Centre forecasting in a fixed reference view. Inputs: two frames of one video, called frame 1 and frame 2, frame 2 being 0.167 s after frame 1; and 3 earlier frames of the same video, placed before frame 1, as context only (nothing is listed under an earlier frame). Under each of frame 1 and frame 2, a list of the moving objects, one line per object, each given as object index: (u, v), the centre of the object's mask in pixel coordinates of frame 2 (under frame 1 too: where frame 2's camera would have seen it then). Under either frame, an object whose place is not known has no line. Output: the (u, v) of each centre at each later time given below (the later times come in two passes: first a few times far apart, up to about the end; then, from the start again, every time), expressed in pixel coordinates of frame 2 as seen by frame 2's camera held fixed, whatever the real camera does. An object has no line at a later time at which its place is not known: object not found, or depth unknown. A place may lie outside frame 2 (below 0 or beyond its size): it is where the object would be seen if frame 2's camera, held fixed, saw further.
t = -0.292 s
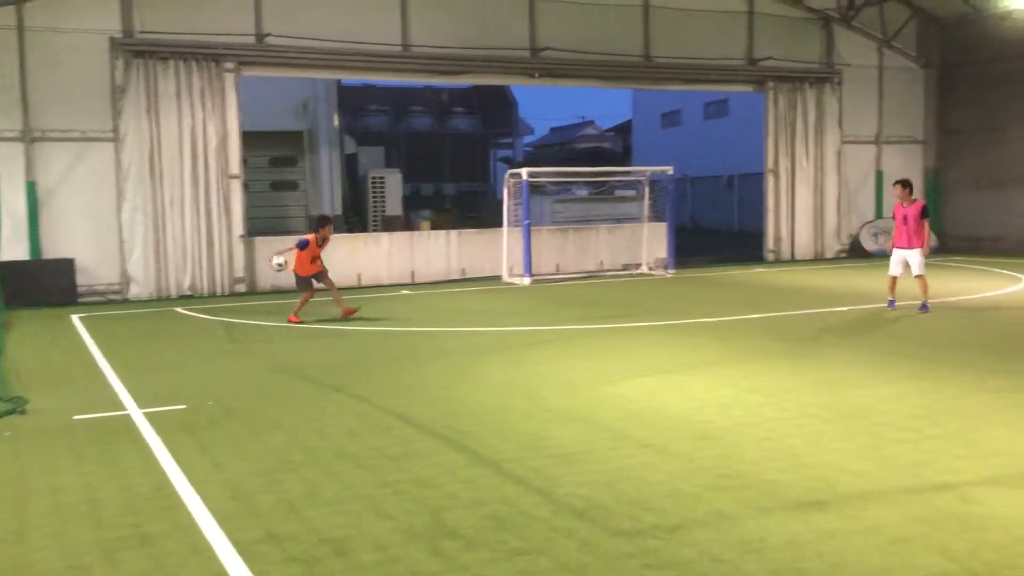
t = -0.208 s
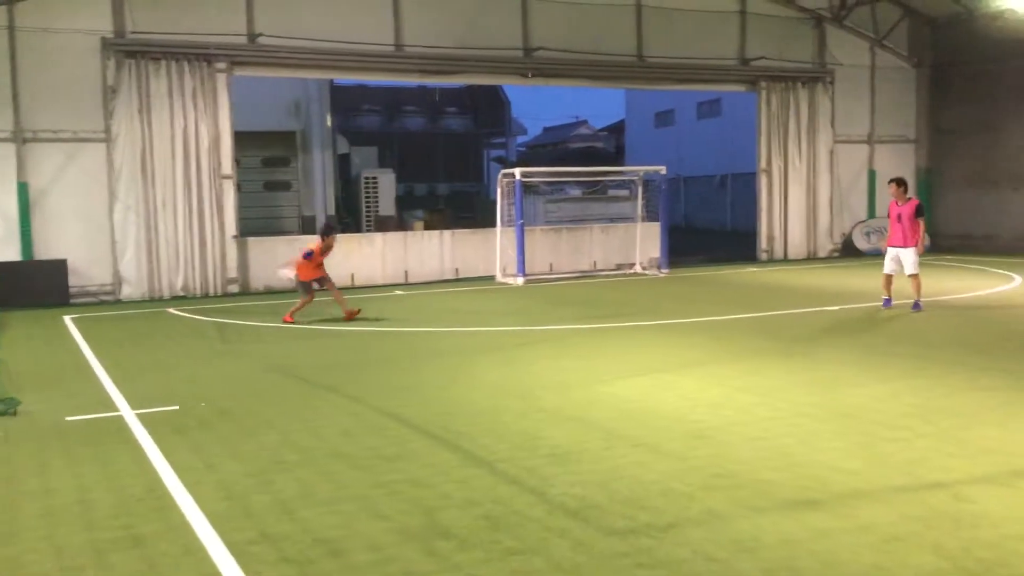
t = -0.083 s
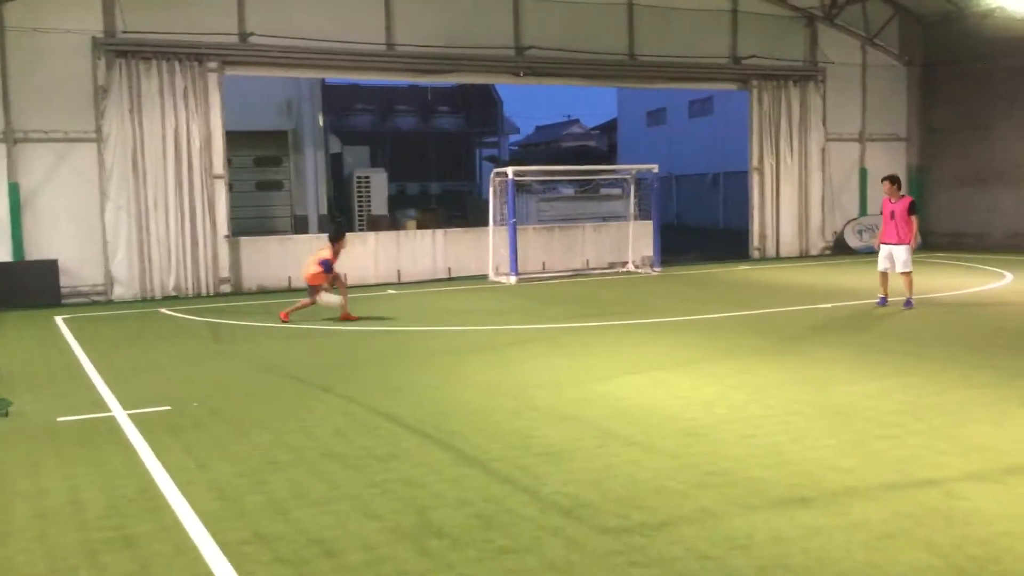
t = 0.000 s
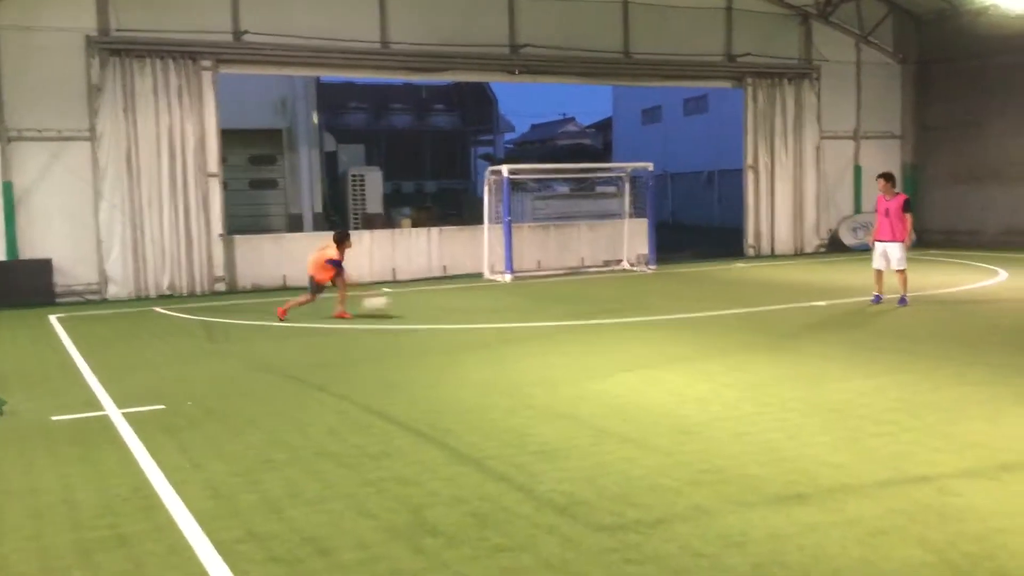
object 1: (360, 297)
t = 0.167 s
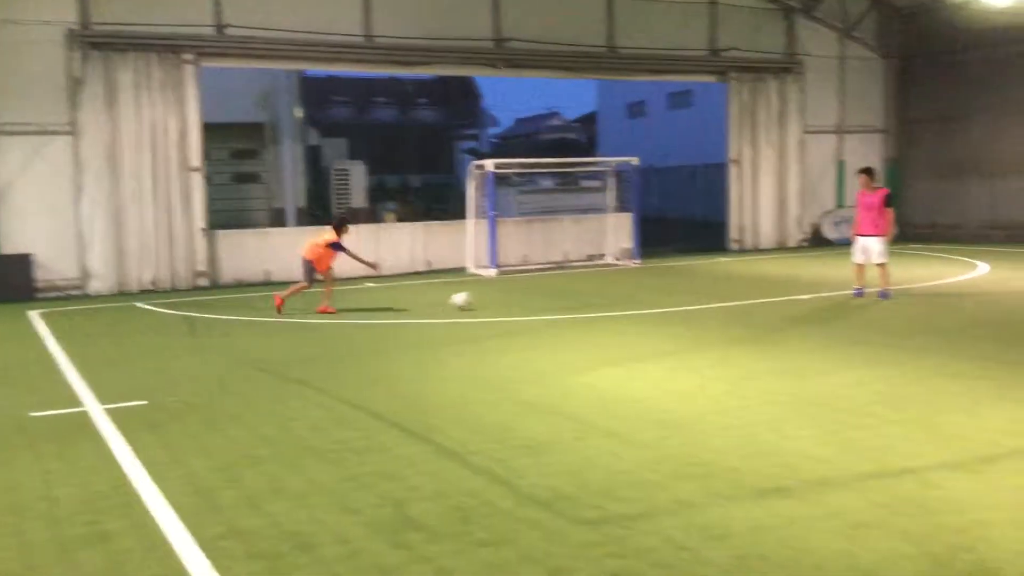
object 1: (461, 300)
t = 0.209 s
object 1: (482, 298)
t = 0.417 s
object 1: (584, 295)
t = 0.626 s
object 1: (673, 295)
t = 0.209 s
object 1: (482, 298)
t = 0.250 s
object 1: (505, 298)
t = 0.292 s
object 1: (526, 299)
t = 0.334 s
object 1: (547, 297)
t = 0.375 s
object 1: (565, 295)
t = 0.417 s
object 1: (584, 295)
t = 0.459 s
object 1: (602, 296)
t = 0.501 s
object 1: (620, 297)
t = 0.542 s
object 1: (638, 296)
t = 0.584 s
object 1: (656, 295)
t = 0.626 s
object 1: (673, 295)
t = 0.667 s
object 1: (691, 294)
